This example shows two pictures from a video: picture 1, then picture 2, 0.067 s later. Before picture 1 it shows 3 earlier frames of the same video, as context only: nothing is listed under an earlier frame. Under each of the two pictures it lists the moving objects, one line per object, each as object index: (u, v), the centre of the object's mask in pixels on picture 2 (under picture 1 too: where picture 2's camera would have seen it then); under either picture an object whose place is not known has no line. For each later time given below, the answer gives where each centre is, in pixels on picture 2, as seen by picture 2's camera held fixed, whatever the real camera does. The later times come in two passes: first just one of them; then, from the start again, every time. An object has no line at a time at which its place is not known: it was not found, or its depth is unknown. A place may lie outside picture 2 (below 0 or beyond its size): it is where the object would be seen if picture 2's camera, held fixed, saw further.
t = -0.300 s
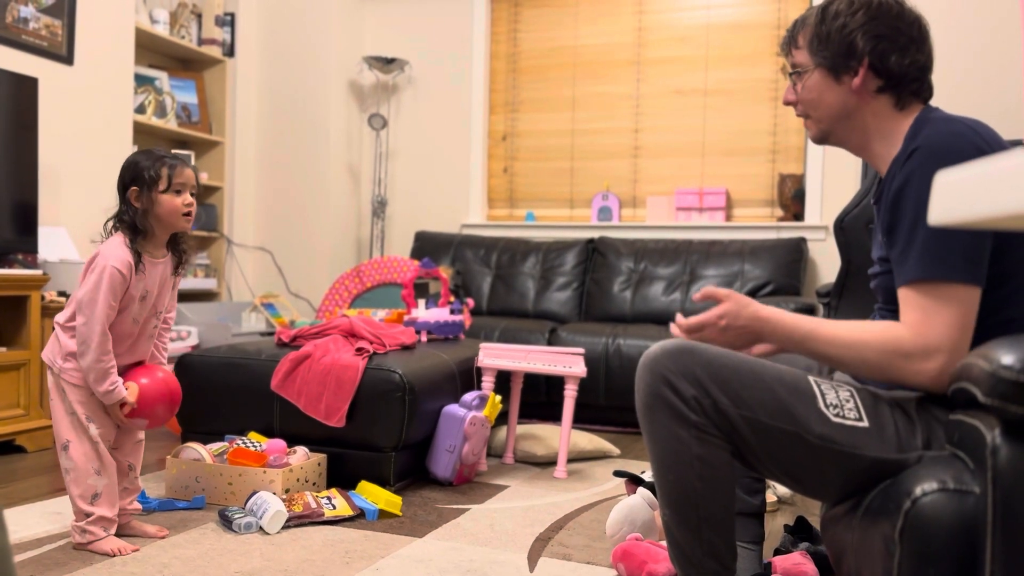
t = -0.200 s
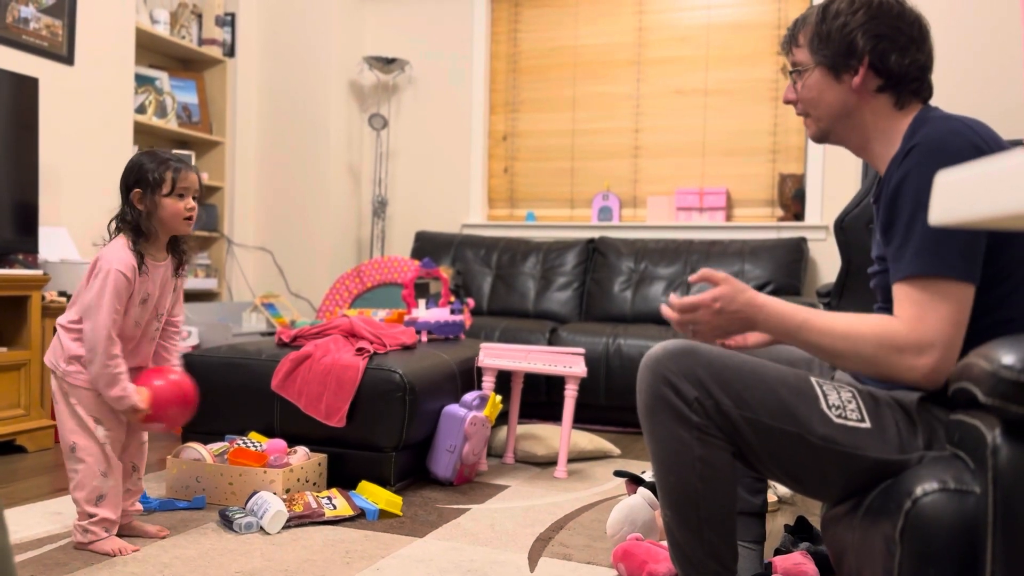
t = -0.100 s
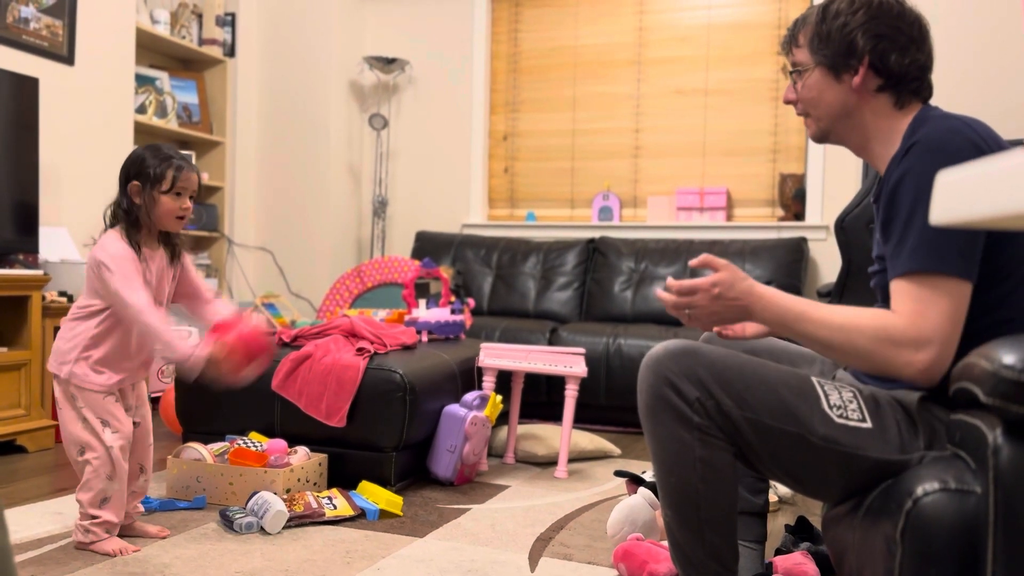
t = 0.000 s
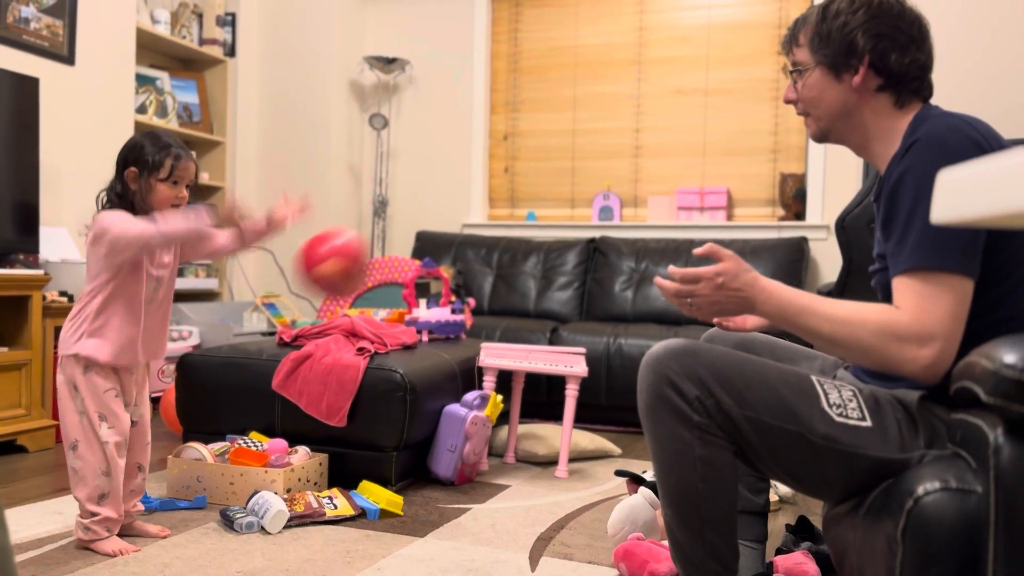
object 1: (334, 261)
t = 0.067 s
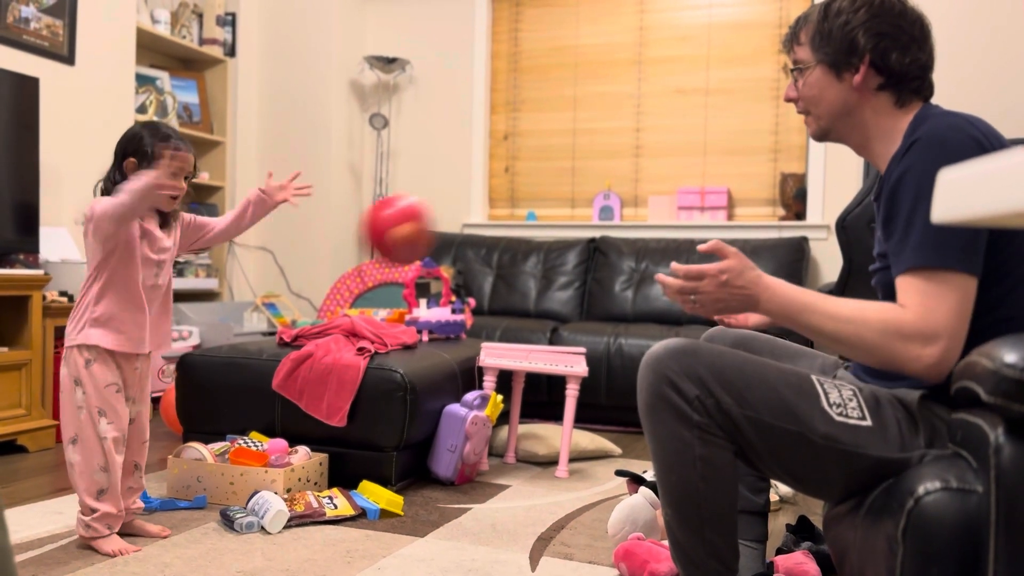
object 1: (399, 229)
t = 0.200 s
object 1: (531, 219)
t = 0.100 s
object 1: (431, 220)
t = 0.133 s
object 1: (463, 215)
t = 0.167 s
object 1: (497, 214)
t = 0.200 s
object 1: (531, 219)
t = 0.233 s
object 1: (567, 231)
